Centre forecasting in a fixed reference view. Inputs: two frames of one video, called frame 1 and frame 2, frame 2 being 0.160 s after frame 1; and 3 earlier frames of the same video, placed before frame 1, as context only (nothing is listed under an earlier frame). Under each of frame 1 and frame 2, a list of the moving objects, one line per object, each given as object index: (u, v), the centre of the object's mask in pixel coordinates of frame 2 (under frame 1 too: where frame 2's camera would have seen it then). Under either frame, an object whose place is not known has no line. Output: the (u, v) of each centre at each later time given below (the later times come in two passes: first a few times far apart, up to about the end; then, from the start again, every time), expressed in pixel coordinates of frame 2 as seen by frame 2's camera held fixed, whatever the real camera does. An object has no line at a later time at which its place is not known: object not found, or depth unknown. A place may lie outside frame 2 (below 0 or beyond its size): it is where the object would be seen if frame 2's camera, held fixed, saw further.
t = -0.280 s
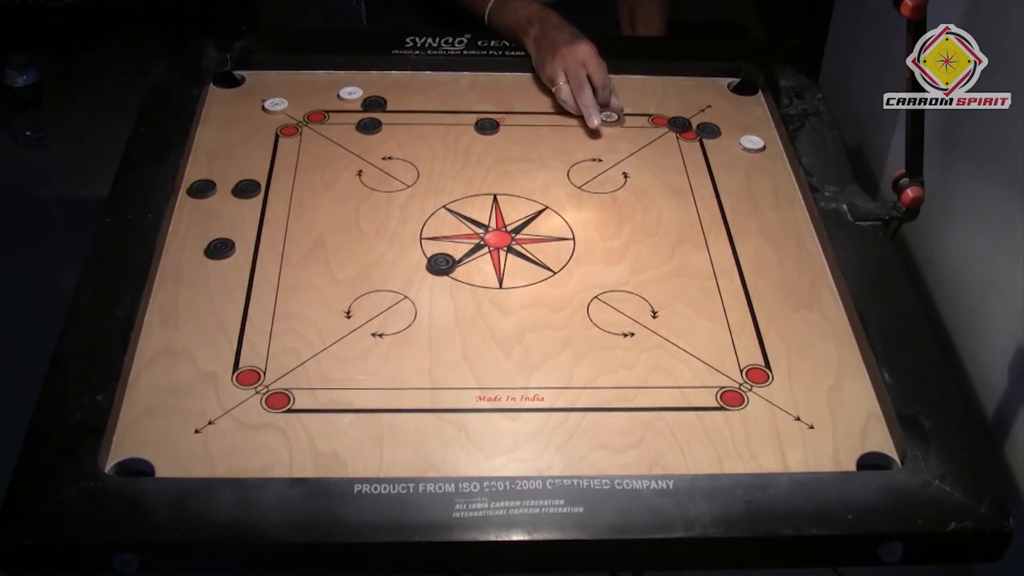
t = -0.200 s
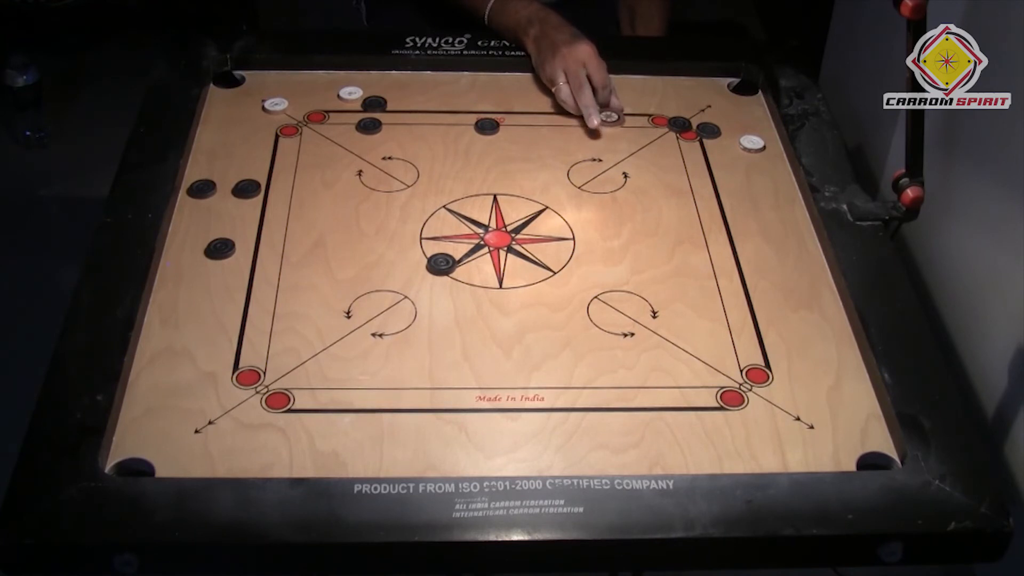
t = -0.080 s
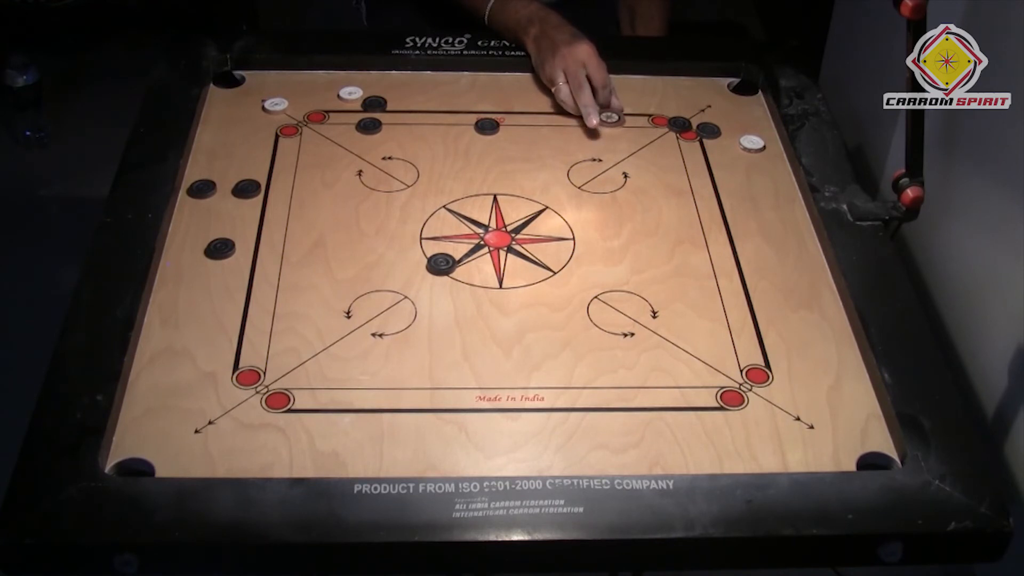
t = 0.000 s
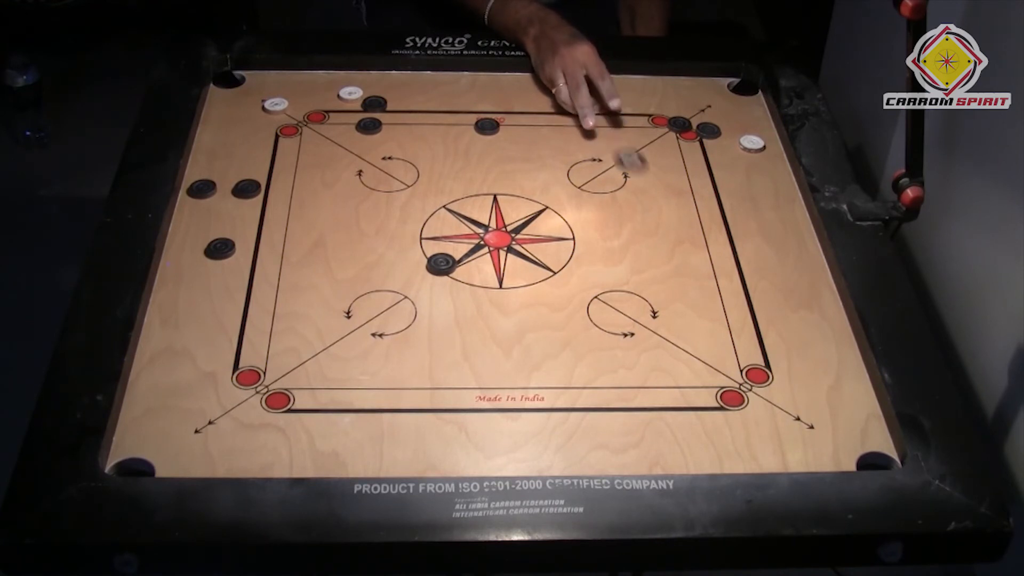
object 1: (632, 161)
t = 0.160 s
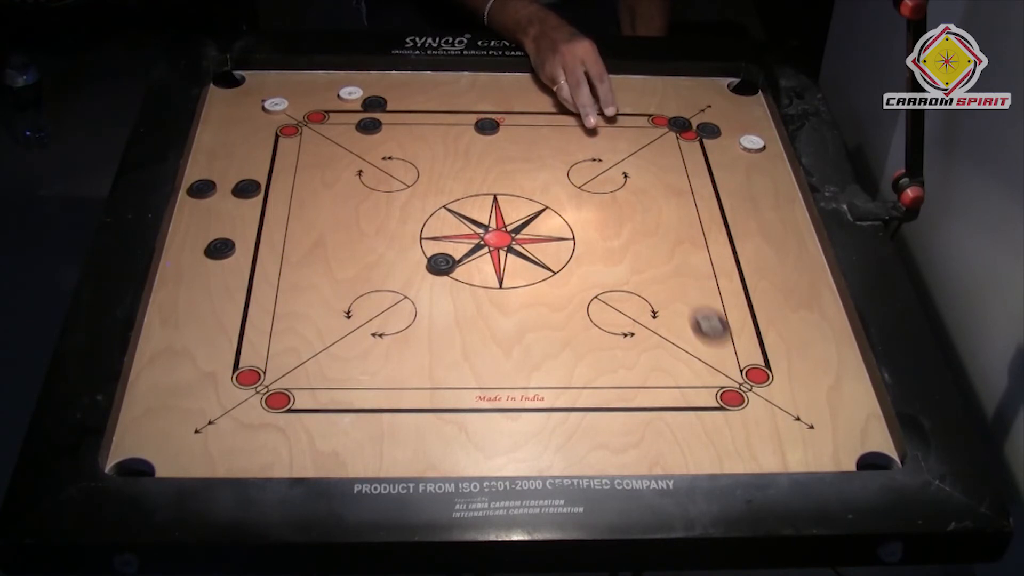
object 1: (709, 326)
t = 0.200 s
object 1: (727, 362)
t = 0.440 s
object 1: (771, 341)
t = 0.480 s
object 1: (769, 316)
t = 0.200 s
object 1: (727, 362)
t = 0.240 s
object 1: (748, 405)
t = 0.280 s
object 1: (766, 444)
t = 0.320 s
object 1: (776, 426)
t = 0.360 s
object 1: (775, 396)
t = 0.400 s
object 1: (774, 367)
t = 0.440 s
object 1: (771, 341)
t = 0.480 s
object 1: (769, 316)
